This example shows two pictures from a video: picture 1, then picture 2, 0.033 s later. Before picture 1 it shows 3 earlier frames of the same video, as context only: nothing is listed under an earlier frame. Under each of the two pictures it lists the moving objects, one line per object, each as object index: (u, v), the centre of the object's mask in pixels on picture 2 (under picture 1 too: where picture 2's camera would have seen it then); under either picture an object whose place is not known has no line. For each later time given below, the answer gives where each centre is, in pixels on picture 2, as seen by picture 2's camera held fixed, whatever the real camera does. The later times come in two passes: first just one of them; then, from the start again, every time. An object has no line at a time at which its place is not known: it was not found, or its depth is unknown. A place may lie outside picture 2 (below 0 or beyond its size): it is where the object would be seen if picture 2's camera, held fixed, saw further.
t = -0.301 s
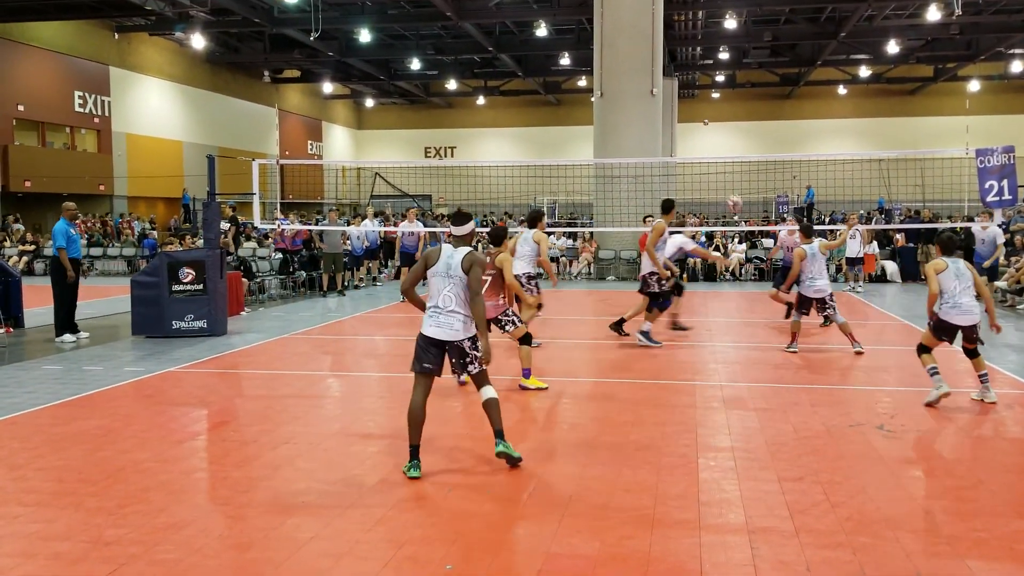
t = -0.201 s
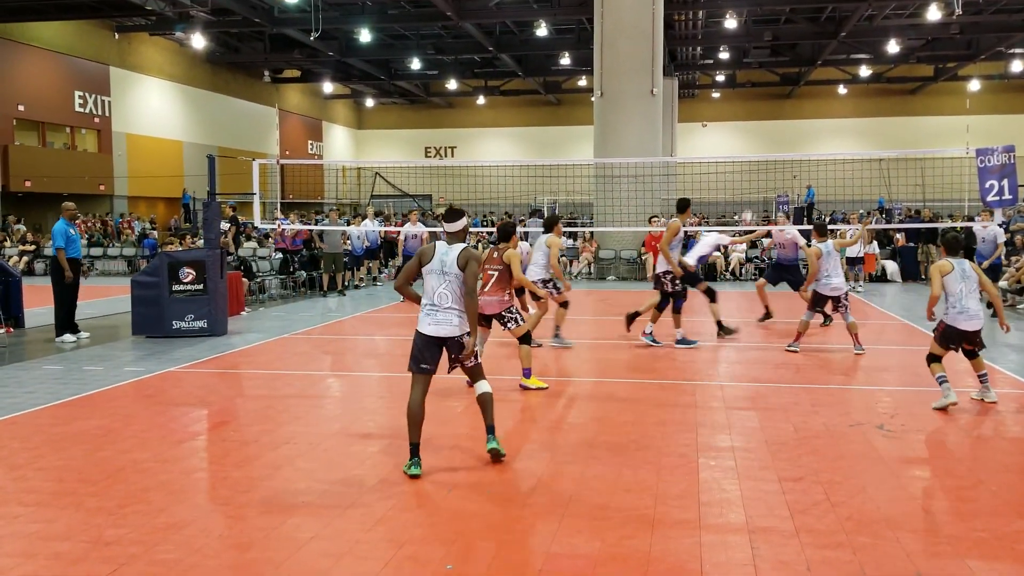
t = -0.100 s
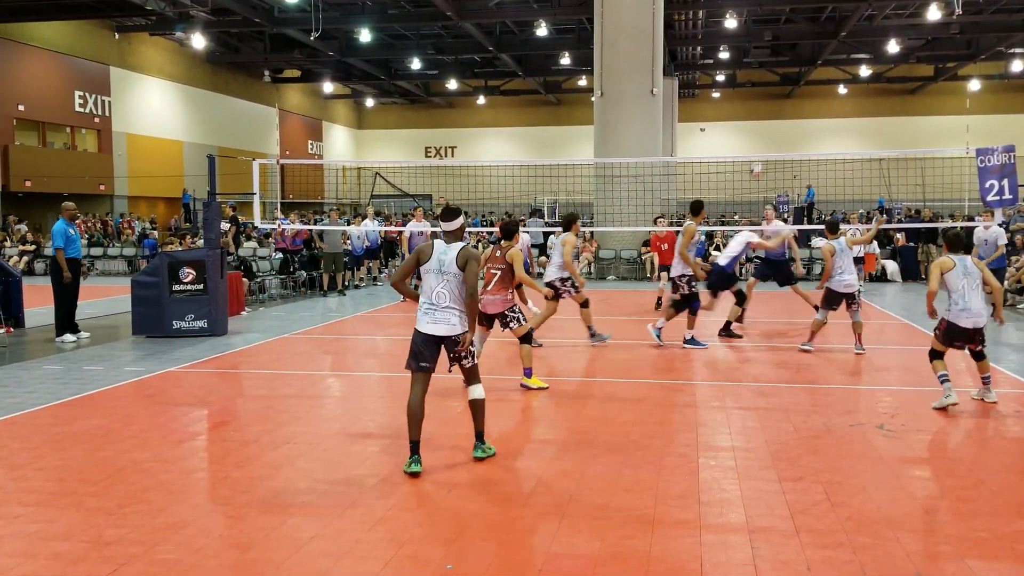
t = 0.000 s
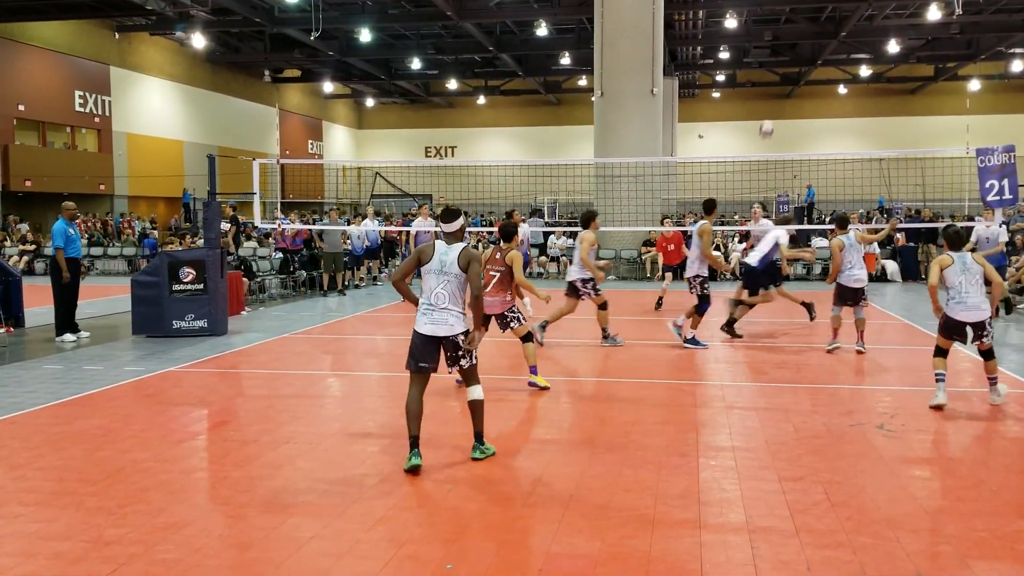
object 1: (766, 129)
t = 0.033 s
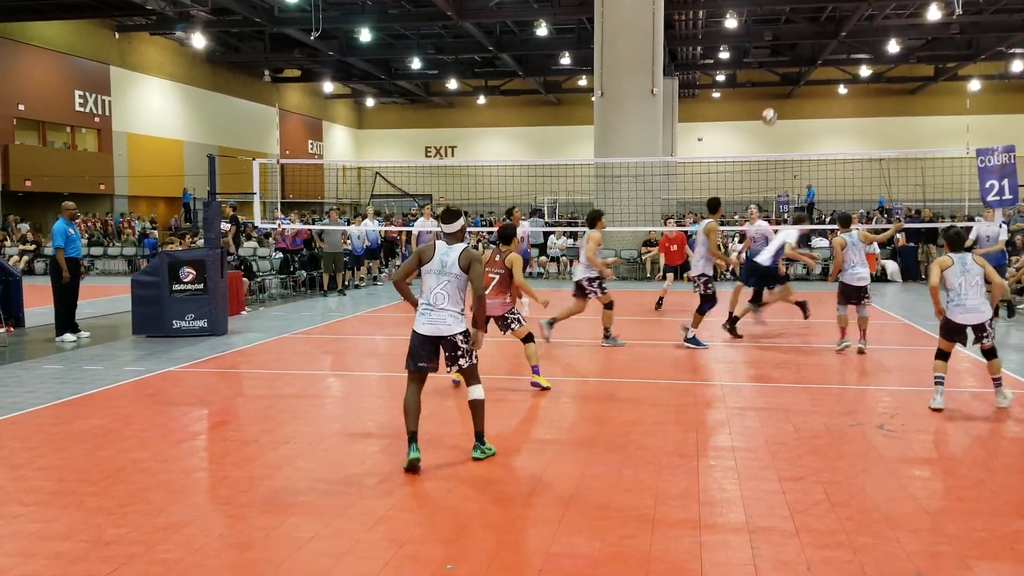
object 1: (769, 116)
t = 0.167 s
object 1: (780, 76)
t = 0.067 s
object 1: (772, 104)
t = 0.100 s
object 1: (775, 95)
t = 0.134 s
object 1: (777, 85)
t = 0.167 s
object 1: (780, 76)
